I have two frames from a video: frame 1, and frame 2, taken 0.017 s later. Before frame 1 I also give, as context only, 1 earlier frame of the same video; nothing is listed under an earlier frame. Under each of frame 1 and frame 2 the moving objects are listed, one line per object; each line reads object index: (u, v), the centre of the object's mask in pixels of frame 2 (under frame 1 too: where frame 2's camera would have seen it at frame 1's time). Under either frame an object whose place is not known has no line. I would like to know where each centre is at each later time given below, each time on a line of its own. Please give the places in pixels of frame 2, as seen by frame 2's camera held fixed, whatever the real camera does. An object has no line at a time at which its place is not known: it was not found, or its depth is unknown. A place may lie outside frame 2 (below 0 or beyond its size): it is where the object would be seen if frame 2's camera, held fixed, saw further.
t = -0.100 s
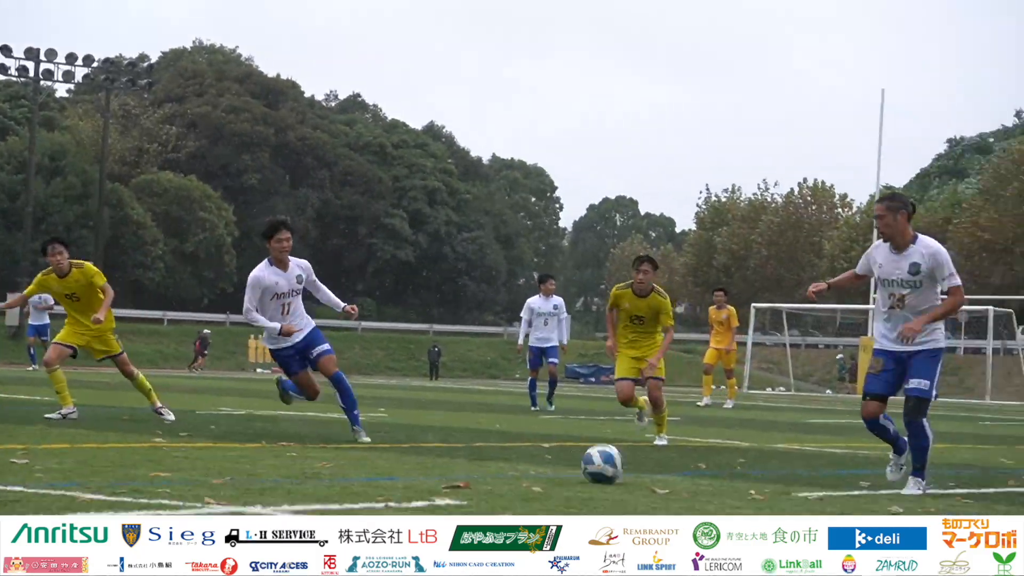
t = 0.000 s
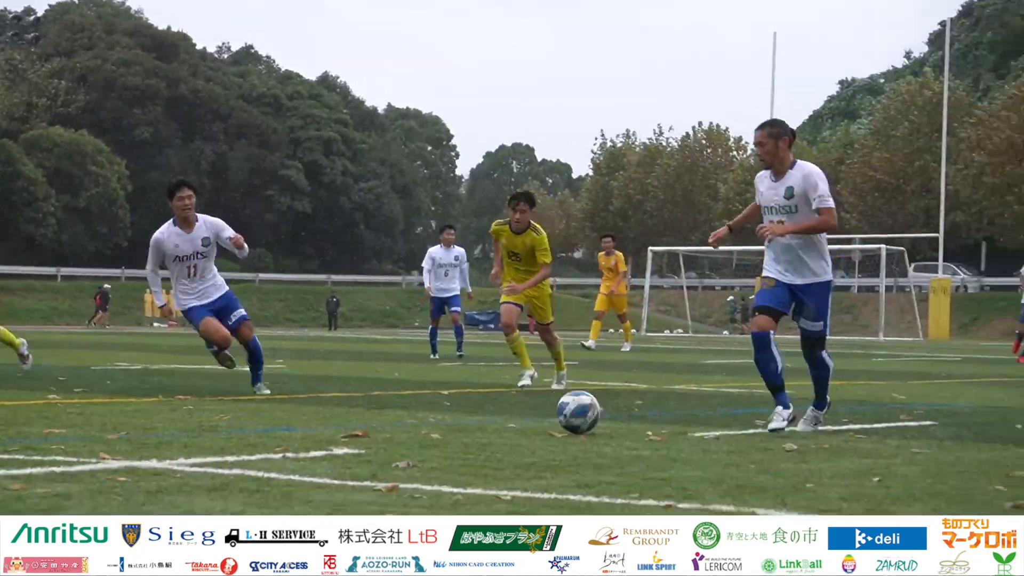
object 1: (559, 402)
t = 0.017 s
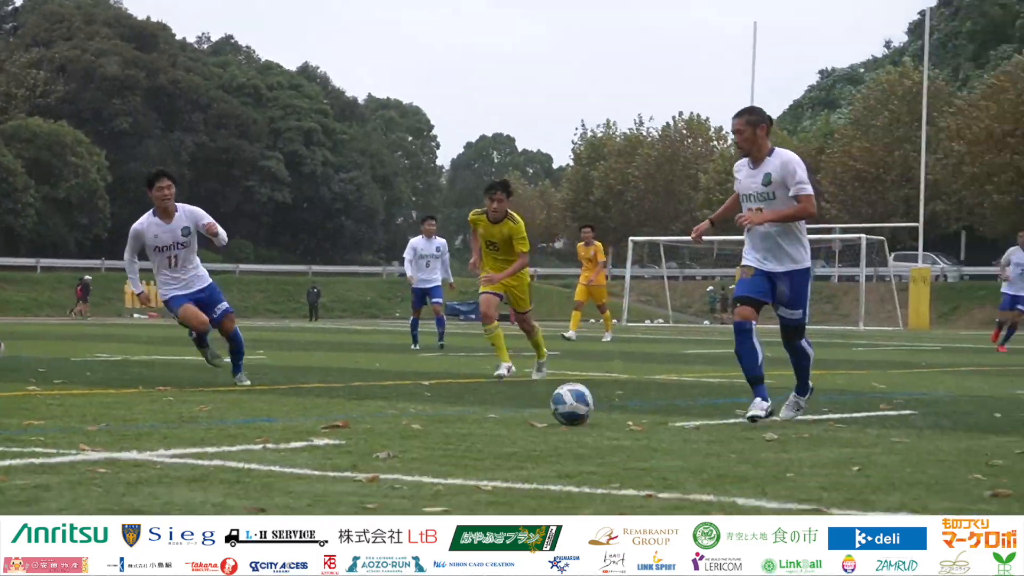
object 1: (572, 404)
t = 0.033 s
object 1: (586, 406)
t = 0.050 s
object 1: (599, 407)
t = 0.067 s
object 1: (612, 406)
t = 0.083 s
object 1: (626, 406)
